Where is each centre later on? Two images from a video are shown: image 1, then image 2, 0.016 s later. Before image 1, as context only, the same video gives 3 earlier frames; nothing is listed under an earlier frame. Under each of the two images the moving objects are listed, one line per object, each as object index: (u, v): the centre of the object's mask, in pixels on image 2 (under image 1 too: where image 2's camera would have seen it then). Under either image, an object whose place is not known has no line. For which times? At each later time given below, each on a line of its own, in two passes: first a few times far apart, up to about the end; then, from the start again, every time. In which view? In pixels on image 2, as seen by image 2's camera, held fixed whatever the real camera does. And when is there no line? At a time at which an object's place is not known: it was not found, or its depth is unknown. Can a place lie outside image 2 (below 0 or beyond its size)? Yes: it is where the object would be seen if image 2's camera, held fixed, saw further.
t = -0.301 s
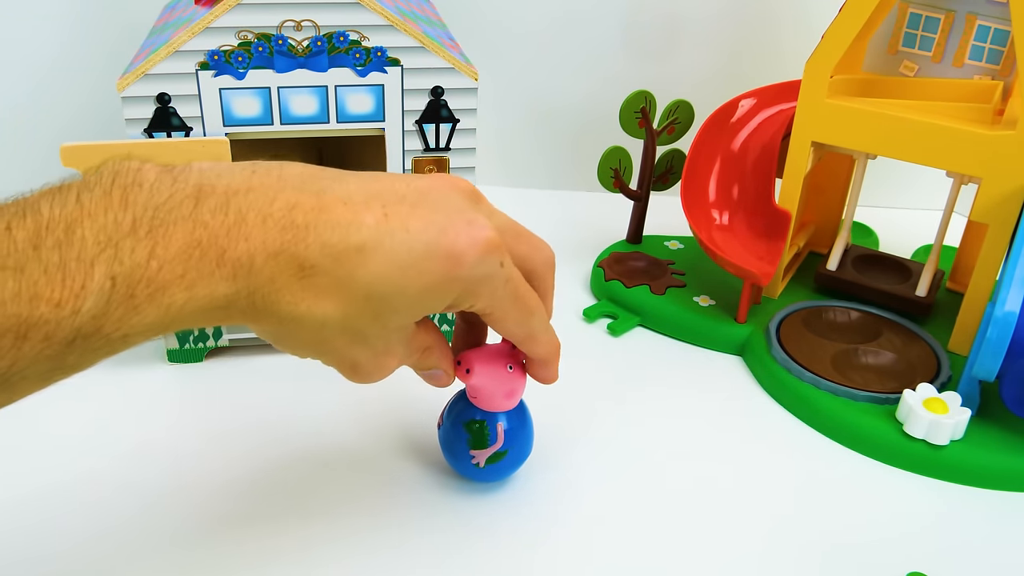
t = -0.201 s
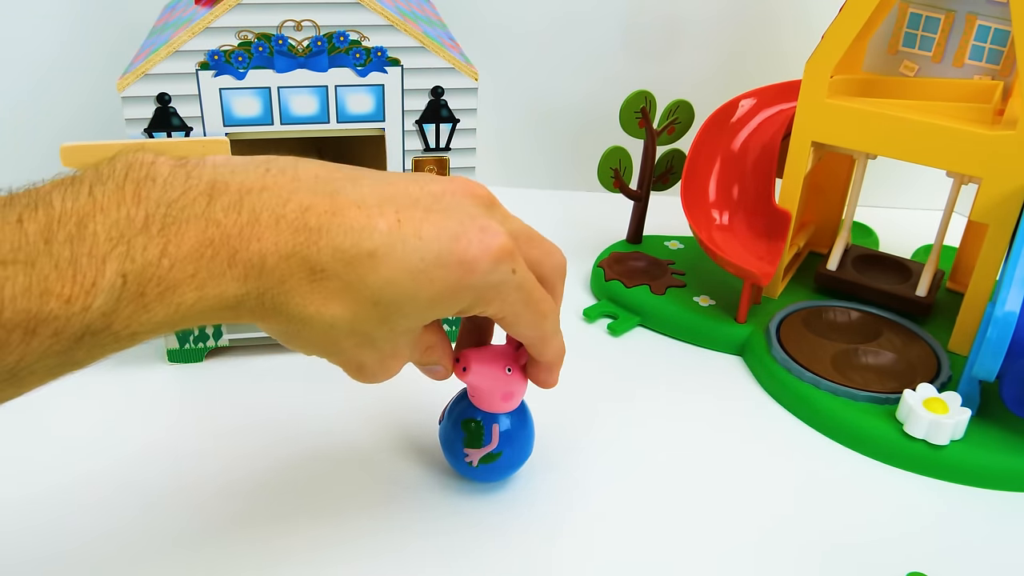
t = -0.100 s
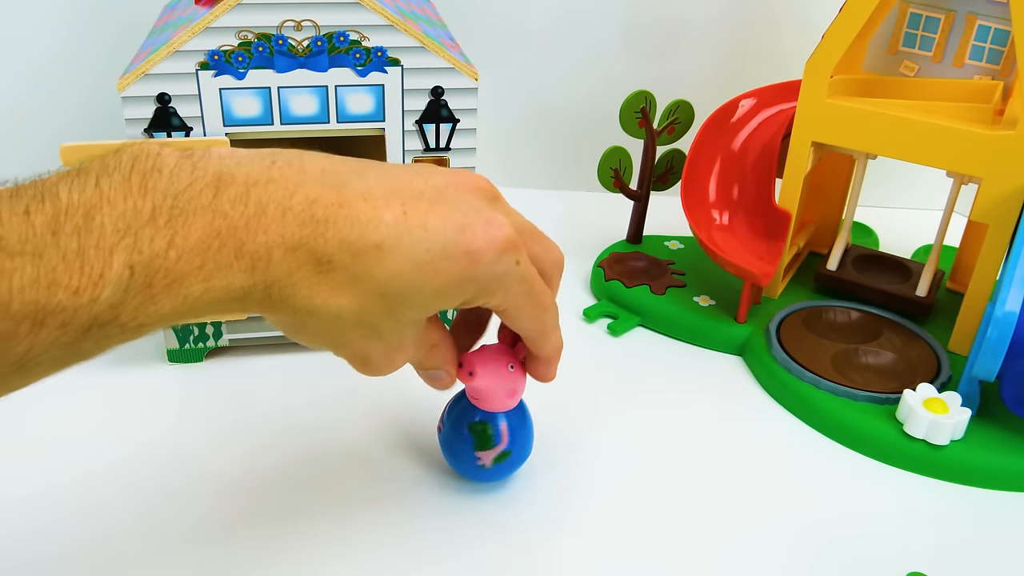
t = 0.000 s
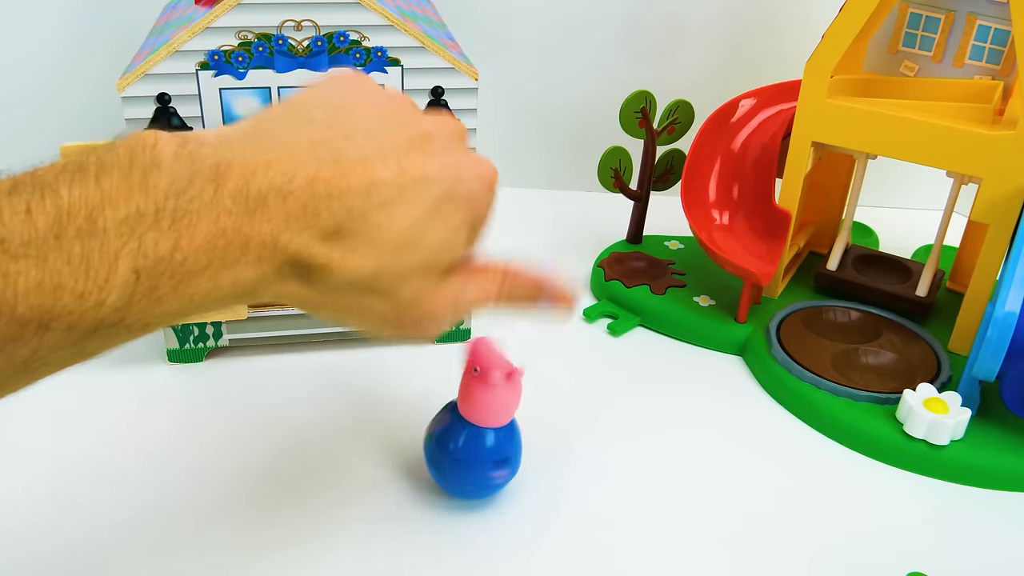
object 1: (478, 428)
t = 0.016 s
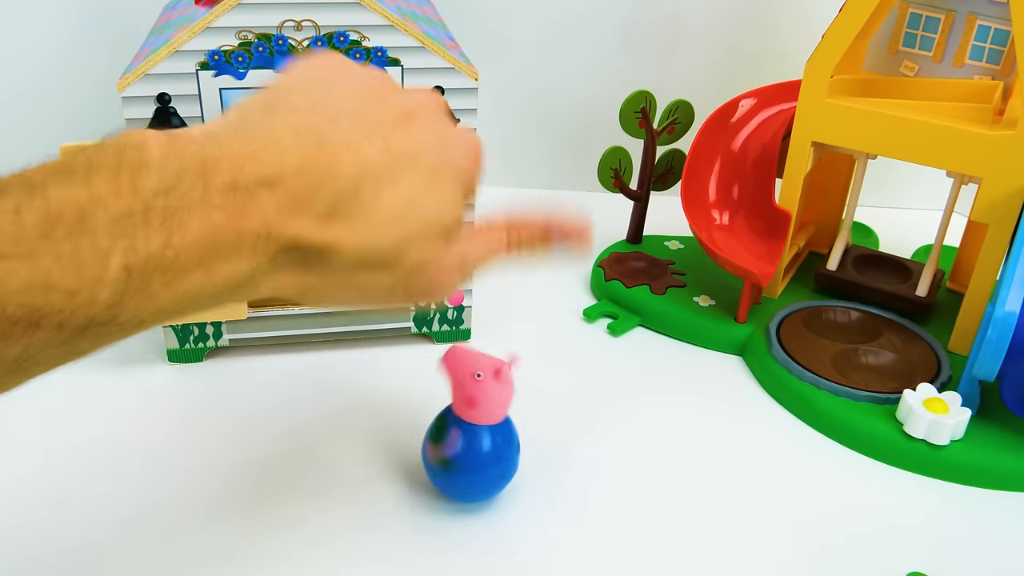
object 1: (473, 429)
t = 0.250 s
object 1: (429, 472)
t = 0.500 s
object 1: (375, 486)
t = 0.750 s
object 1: (311, 504)
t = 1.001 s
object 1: (273, 524)
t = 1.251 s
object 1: (269, 517)
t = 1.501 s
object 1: (293, 513)
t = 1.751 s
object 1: (306, 511)
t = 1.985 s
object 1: (328, 519)
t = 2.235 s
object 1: (297, 535)
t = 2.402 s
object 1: (338, 523)
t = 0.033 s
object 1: (467, 433)
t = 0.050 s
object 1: (464, 438)
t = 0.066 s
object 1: (460, 443)
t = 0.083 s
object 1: (461, 447)
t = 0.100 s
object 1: (461, 449)
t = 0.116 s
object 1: (460, 449)
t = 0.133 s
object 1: (457, 448)
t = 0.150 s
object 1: (451, 448)
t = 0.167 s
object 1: (443, 449)
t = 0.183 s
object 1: (436, 456)
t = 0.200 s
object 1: (430, 461)
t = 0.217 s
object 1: (427, 466)
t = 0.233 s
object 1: (429, 471)
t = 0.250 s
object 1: (429, 472)
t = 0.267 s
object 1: (429, 470)
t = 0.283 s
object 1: (428, 468)
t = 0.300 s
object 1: (422, 466)
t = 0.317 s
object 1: (414, 468)
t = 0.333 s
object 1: (406, 472)
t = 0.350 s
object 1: (397, 476)
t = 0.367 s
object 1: (391, 480)
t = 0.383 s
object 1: (388, 484)
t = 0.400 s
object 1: (393, 491)
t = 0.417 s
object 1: (391, 493)
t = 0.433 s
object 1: (391, 491)
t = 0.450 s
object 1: (393, 488)
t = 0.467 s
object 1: (389, 485)
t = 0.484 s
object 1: (382, 485)
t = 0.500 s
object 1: (375, 486)
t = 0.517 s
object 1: (366, 488)
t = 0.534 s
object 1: (358, 489)
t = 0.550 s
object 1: (352, 492)
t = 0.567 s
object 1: (348, 497)
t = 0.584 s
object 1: (352, 503)
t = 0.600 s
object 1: (352, 507)
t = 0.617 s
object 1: (351, 507)
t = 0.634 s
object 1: (353, 504)
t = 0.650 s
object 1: (352, 502)
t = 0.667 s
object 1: (347, 502)
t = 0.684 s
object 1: (341, 500)
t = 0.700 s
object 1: (333, 498)
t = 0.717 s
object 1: (325, 497)
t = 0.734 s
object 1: (316, 498)
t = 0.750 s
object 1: (311, 504)
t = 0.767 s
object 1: (309, 509)
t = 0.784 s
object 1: (313, 516)
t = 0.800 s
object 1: (315, 520)
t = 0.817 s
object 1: (314, 524)
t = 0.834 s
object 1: (318, 520)
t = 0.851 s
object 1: (319, 517)
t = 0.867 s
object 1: (317, 513)
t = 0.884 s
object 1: (311, 510)
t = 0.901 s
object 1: (305, 505)
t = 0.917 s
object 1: (296, 502)
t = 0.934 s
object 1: (285, 503)
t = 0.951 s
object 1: (277, 507)
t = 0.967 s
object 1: (271, 513)
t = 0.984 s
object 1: (270, 518)
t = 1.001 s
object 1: (273, 524)
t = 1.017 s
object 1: (278, 528)
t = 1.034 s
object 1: (280, 532)
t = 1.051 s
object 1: (284, 528)
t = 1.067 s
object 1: (287, 524)
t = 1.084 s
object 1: (286, 519)
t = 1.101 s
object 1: (283, 516)
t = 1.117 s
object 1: (282, 509)
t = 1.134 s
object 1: (280, 505)
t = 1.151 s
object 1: (275, 505)
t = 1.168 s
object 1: (271, 504)
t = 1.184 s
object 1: (267, 505)
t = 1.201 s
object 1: (264, 508)
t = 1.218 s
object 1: (264, 512)
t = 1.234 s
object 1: (266, 514)
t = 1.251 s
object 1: (269, 517)
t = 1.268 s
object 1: (275, 520)
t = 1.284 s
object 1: (283, 522)
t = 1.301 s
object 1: (292, 523)
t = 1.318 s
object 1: (298, 520)
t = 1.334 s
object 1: (302, 516)
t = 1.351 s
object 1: (306, 513)
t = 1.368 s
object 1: (309, 509)
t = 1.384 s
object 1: (310, 506)
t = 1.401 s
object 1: (308, 504)
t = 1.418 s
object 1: (305, 504)
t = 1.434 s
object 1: (302, 504)
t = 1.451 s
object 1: (298, 505)
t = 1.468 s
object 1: (296, 508)
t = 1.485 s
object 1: (295, 511)
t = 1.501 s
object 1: (293, 513)
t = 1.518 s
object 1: (293, 516)
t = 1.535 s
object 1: (297, 520)
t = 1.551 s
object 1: (301, 523)
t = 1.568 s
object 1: (308, 525)
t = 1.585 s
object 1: (313, 524)
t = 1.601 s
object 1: (315, 522)
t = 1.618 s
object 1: (318, 519)
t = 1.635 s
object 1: (321, 517)
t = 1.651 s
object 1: (322, 513)
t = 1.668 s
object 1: (321, 511)
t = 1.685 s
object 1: (320, 509)
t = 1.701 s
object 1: (317, 508)
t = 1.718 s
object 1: (313, 507)
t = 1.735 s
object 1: (309, 509)
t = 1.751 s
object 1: (306, 511)
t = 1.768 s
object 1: (304, 513)
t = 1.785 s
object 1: (300, 514)
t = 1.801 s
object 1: (298, 516)
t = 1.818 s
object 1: (298, 519)
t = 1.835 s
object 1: (300, 522)
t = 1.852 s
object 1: (303, 526)
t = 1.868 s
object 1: (308, 528)
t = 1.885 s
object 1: (314, 529)
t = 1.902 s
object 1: (316, 528)
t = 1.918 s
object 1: (317, 528)
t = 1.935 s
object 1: (321, 526)
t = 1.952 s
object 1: (325, 524)
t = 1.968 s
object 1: (327, 521)
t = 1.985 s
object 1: (328, 519)
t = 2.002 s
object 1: (328, 516)
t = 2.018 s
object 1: (327, 514)
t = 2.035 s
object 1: (324, 513)
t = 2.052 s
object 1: (322, 513)
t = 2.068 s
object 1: (319, 513)
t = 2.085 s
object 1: (316, 513)
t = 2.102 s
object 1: (313, 513)
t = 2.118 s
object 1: (309, 513)
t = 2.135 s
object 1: (304, 514)
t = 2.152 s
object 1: (299, 516)
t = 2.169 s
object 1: (296, 519)
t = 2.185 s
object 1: (293, 523)
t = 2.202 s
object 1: (292, 527)
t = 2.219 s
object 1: (293, 532)
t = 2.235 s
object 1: (297, 535)
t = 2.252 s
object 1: (304, 537)
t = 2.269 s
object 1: (311, 538)
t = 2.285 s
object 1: (315, 539)
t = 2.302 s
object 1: (318, 539)
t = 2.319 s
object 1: (322, 538)
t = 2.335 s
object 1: (329, 536)
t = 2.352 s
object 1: (334, 534)
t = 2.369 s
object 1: (337, 530)
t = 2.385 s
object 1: (338, 527)
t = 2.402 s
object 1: (338, 523)
